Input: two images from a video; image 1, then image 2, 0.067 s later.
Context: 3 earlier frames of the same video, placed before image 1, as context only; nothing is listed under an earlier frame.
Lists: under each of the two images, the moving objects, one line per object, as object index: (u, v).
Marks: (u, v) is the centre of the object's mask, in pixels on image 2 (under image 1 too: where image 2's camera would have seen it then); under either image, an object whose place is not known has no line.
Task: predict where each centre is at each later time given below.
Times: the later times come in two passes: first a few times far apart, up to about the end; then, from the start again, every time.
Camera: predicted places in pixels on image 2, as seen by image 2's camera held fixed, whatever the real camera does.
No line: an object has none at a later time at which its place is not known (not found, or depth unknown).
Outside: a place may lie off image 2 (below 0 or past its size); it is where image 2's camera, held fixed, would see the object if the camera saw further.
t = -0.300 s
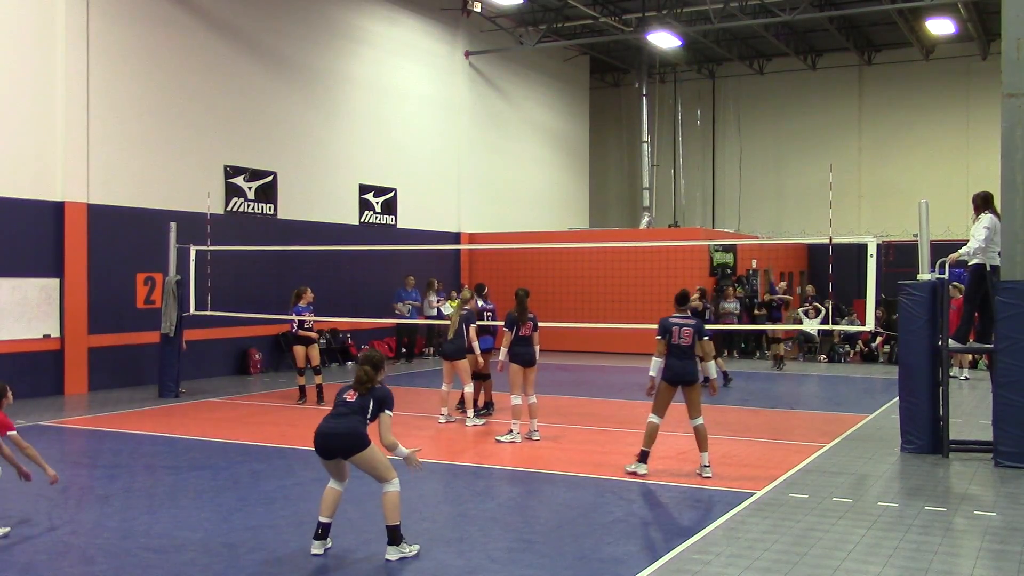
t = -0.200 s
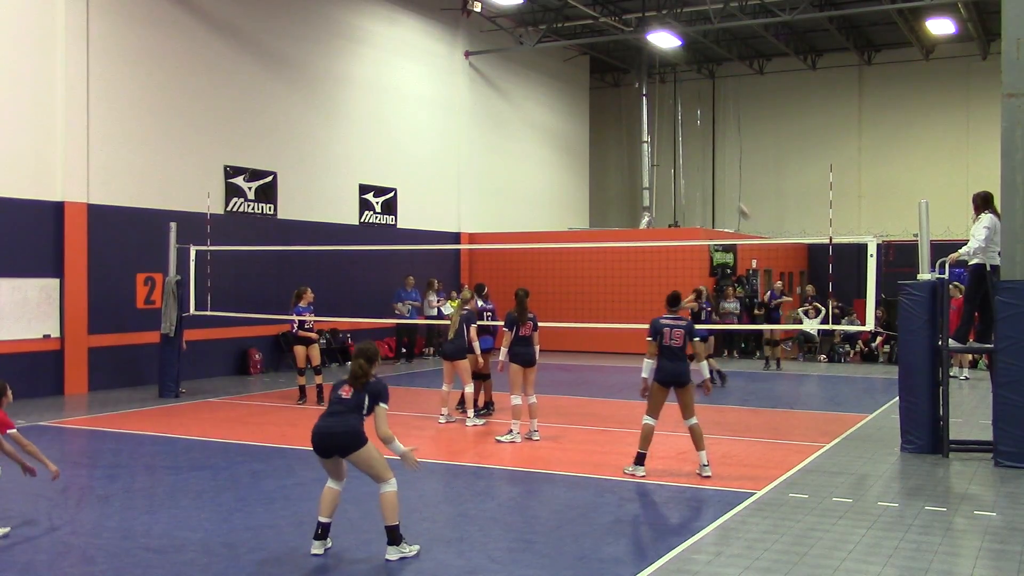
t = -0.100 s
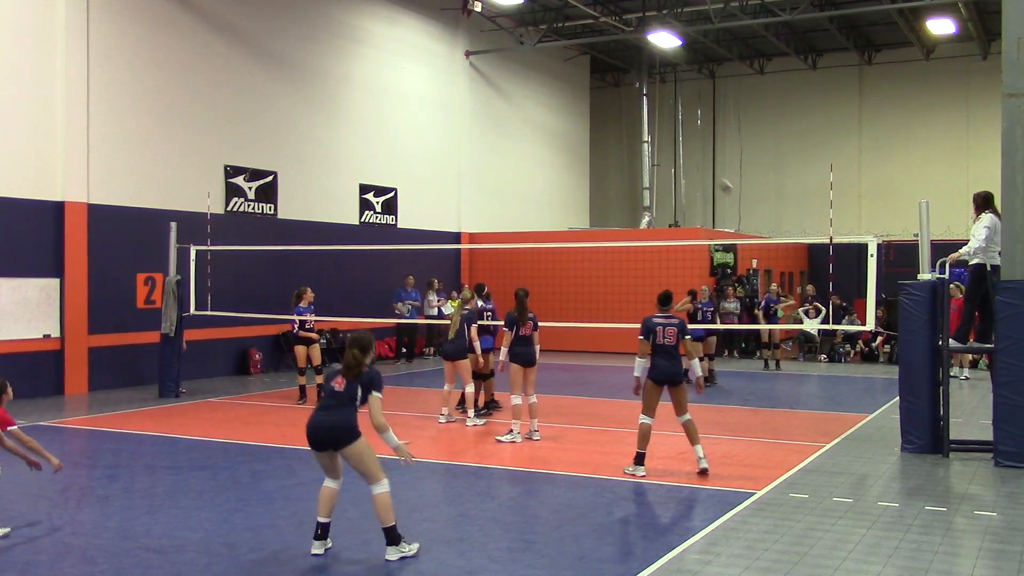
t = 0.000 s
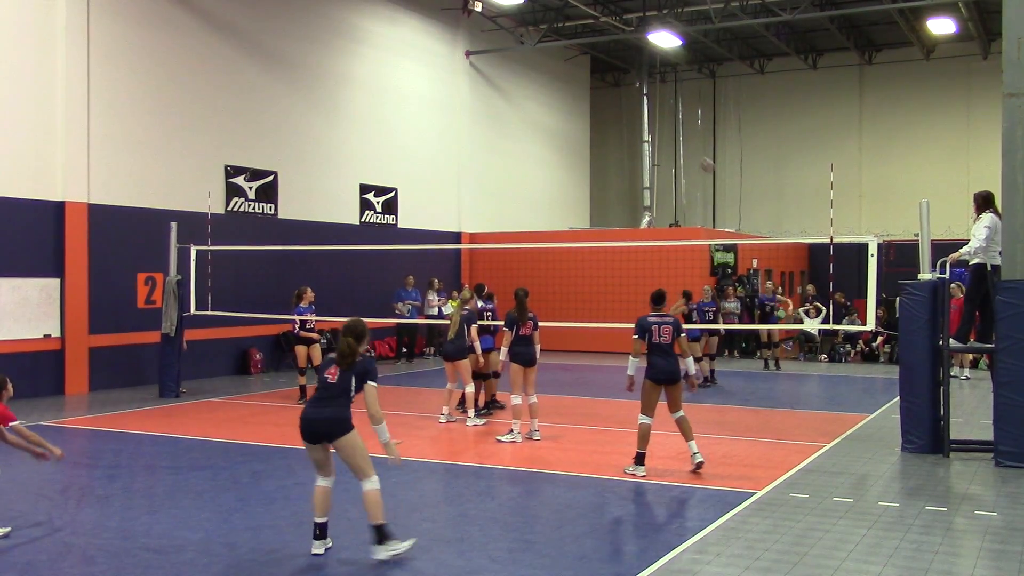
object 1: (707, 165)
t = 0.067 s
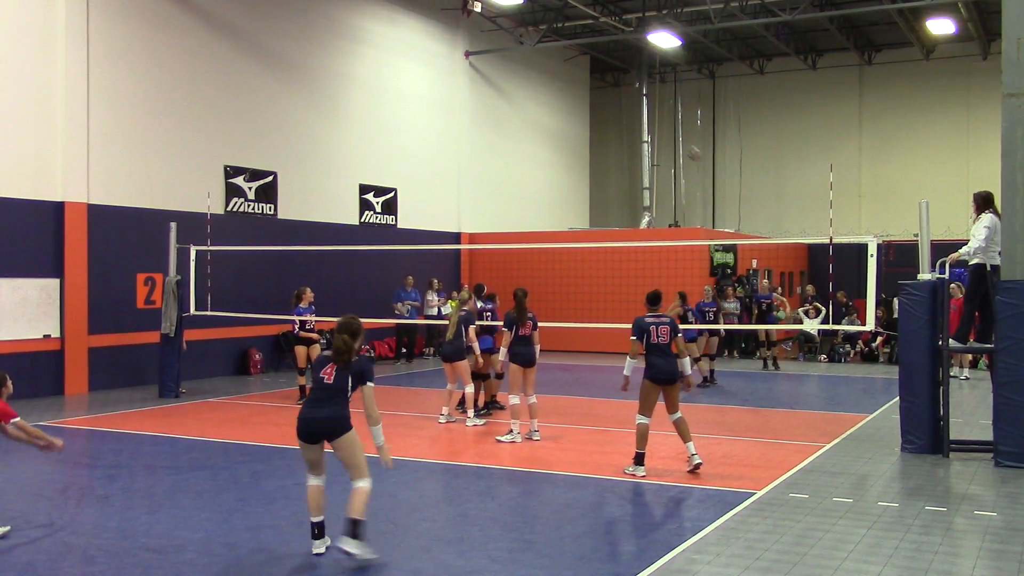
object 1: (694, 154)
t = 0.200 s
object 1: (668, 136)
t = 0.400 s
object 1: (628, 126)
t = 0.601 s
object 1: (583, 142)
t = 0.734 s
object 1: (552, 170)
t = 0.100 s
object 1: (688, 148)
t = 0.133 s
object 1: (682, 144)
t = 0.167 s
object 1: (675, 139)
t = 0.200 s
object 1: (668, 136)
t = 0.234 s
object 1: (663, 133)
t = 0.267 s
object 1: (656, 130)
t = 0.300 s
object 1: (649, 129)
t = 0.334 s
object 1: (642, 127)
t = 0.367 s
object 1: (634, 126)
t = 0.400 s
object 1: (628, 126)
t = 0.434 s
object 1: (621, 127)
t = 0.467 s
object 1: (614, 129)
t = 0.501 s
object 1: (606, 130)
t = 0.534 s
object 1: (599, 133)
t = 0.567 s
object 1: (592, 137)
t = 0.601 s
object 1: (583, 142)
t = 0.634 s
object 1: (576, 147)
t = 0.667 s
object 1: (568, 154)
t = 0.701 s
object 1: (559, 162)
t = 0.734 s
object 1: (552, 170)
